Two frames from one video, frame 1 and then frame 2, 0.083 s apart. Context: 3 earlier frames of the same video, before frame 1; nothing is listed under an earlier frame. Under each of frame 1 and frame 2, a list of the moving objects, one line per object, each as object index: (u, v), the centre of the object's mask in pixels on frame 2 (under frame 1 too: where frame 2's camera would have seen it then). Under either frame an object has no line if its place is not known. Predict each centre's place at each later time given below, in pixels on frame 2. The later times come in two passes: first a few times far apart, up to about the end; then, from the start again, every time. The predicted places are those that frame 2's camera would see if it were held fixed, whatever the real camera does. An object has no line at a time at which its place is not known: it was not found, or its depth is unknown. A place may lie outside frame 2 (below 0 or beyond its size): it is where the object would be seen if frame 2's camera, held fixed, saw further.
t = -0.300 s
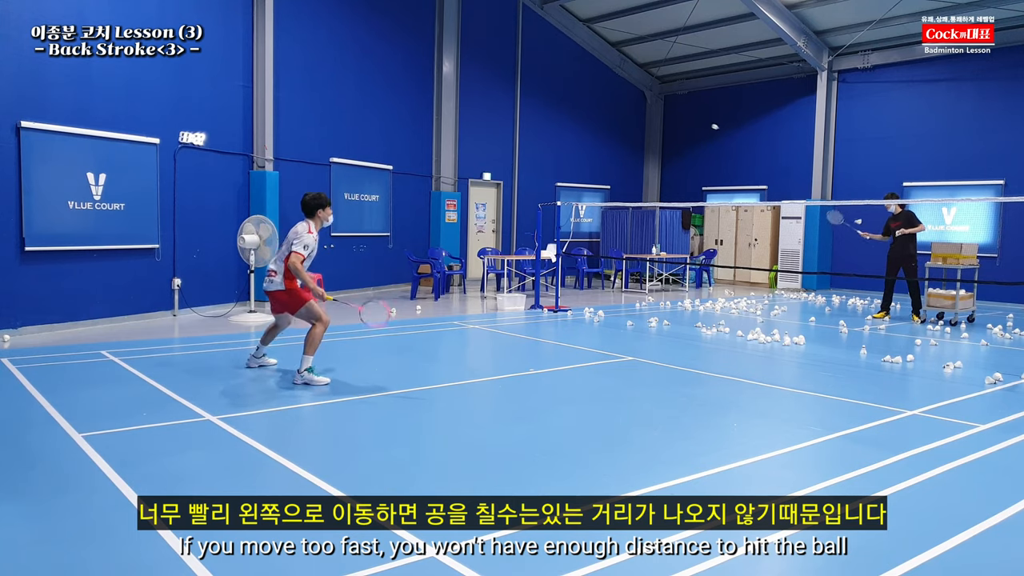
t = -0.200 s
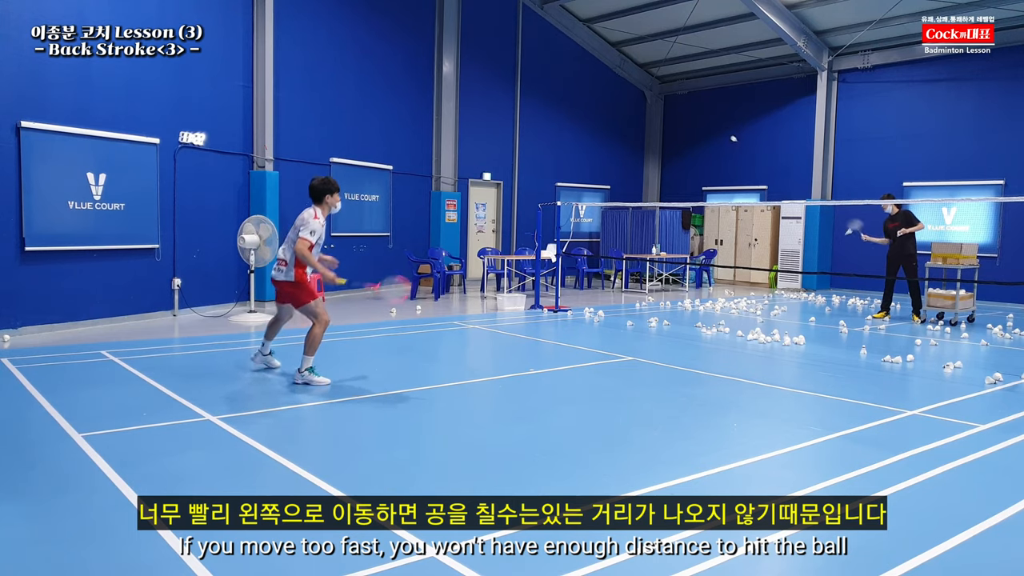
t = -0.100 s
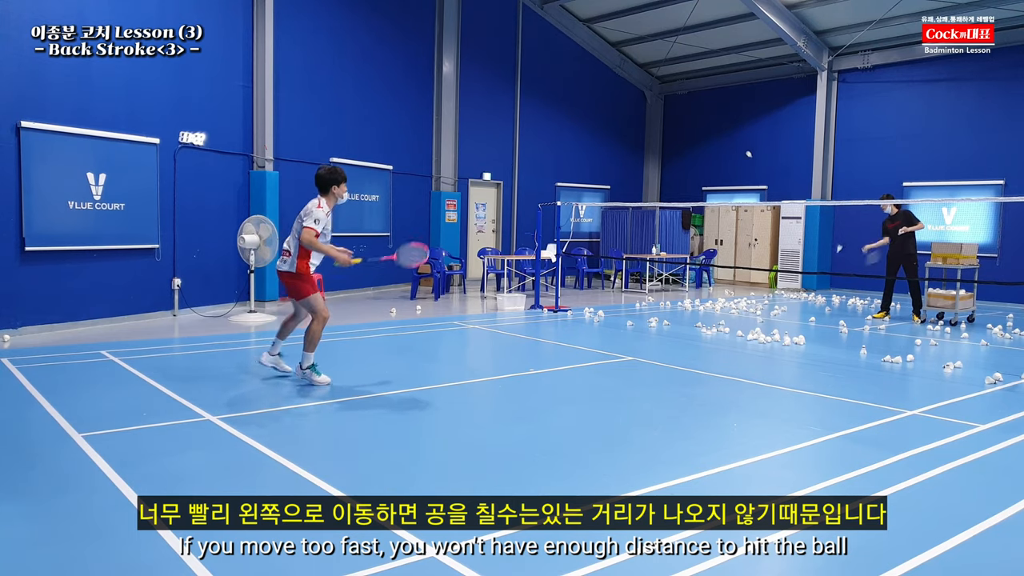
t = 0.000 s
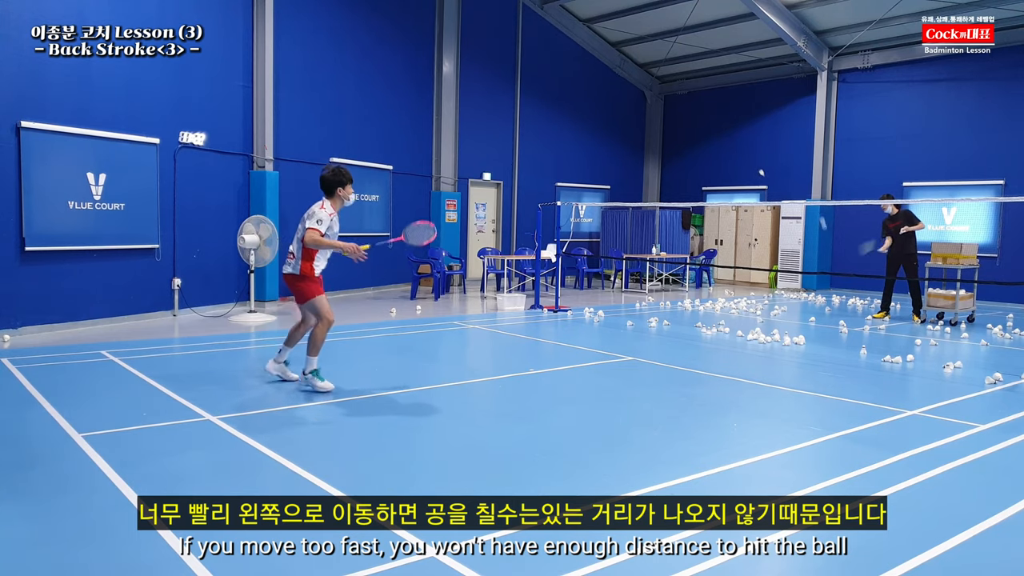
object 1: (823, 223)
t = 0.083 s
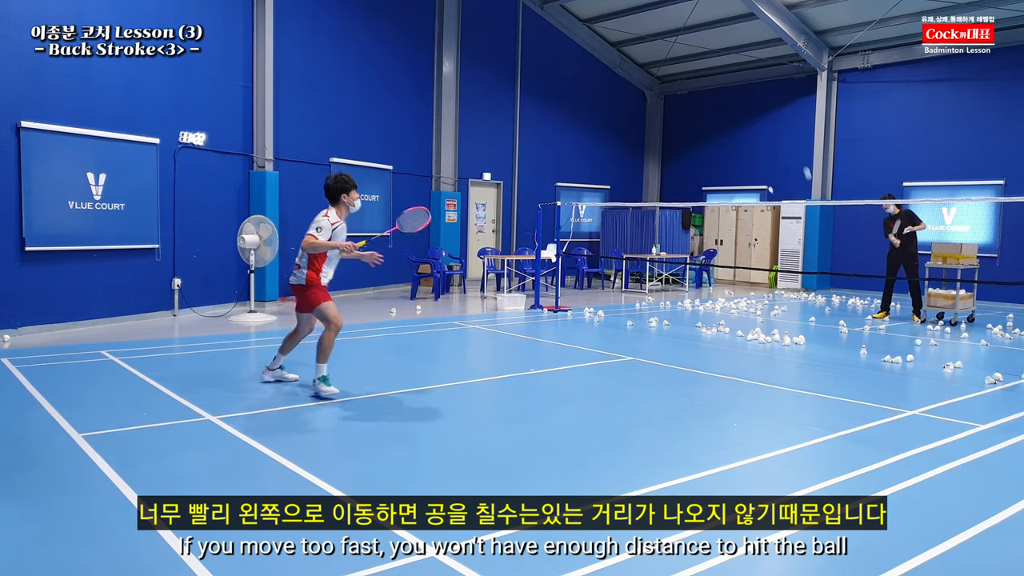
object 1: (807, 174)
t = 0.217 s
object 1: (784, 115)
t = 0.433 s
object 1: (745, 61)
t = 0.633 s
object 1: (703, 65)
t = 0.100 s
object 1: (804, 165)
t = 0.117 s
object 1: (801, 157)
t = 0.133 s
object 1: (798, 149)
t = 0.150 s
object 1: (795, 141)
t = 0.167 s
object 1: (792, 137)
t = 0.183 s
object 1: (789, 130)
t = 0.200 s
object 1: (786, 121)
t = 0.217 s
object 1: (784, 115)
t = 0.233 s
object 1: (781, 109)
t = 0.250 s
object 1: (778, 103)
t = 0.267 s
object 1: (775, 97)
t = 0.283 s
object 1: (772, 92)
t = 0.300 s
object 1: (769, 88)
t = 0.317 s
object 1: (766, 83)
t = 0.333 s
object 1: (763, 79)
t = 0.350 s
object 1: (761, 75)
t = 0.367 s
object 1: (757, 72)
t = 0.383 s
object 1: (754, 68)
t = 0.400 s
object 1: (751, 65)
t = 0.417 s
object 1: (748, 63)
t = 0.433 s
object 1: (745, 61)
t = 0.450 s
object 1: (741, 59)
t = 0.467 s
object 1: (739, 58)
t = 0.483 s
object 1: (735, 57)
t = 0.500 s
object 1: (731, 56)
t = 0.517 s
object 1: (728, 56)
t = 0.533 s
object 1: (724, 55)
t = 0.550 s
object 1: (721, 56)
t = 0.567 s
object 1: (717, 57)
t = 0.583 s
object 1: (714, 58)
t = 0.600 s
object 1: (710, 60)
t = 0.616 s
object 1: (706, 62)
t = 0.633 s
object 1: (703, 65)
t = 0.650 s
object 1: (699, 68)
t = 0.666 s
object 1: (695, 71)
